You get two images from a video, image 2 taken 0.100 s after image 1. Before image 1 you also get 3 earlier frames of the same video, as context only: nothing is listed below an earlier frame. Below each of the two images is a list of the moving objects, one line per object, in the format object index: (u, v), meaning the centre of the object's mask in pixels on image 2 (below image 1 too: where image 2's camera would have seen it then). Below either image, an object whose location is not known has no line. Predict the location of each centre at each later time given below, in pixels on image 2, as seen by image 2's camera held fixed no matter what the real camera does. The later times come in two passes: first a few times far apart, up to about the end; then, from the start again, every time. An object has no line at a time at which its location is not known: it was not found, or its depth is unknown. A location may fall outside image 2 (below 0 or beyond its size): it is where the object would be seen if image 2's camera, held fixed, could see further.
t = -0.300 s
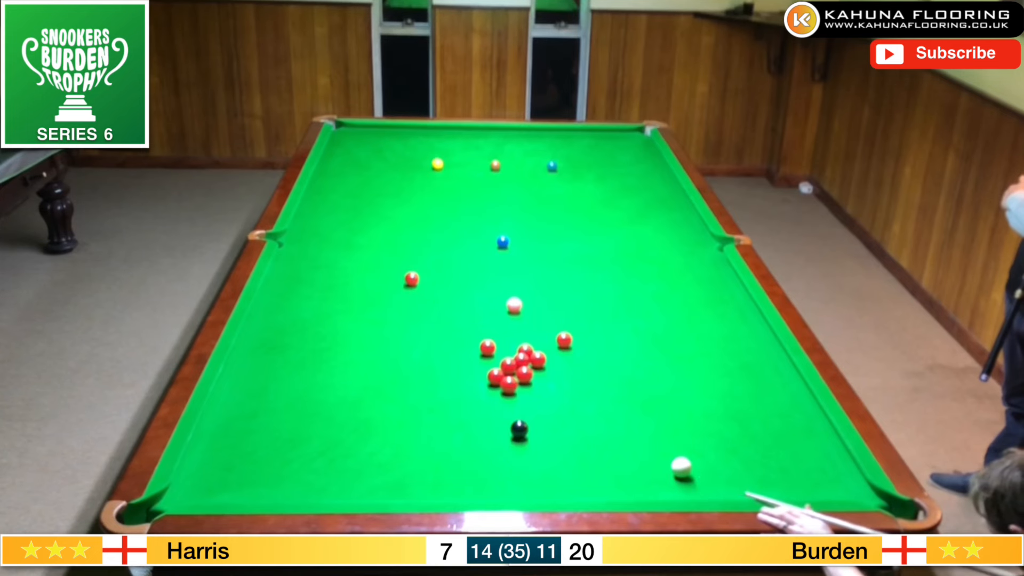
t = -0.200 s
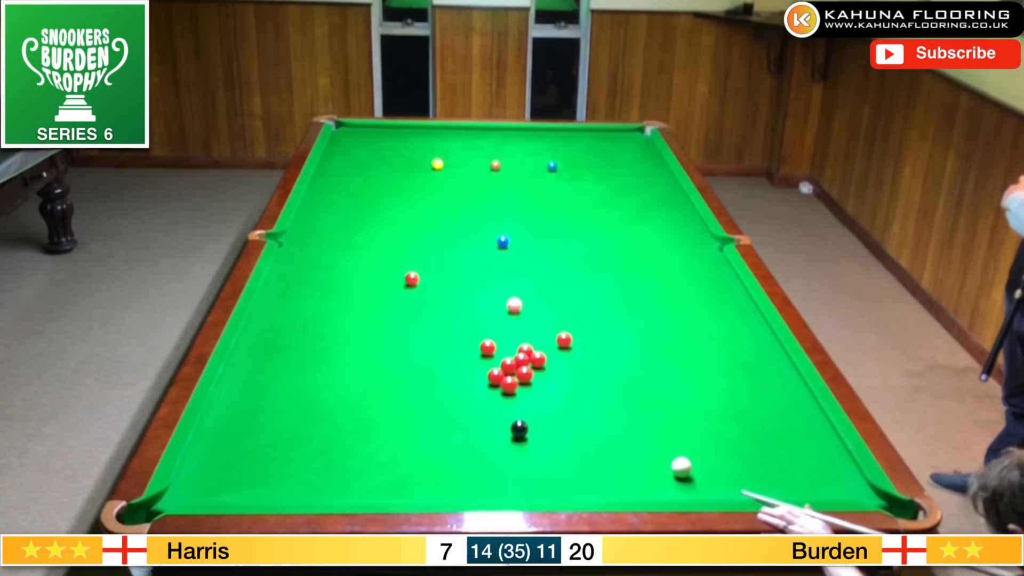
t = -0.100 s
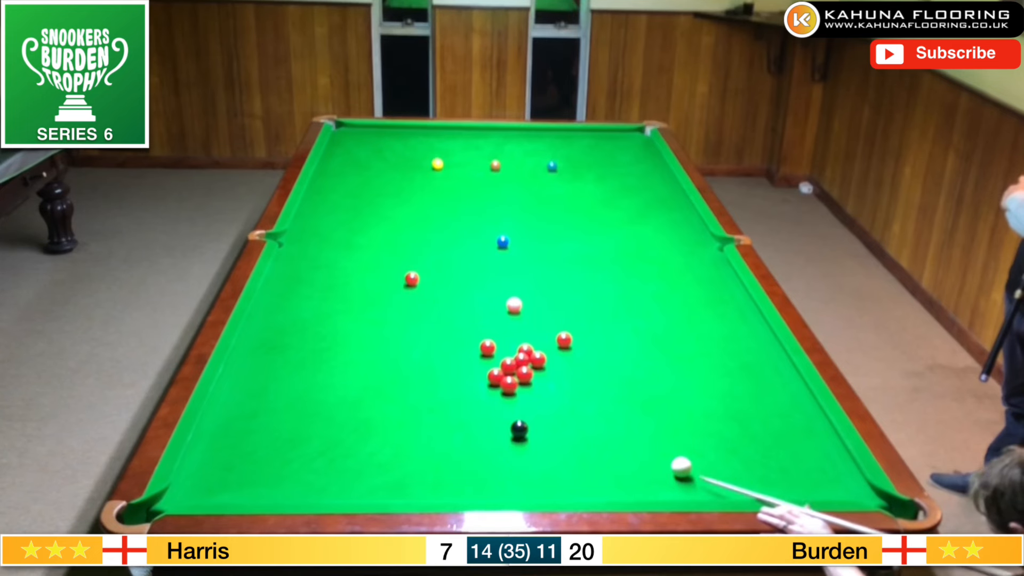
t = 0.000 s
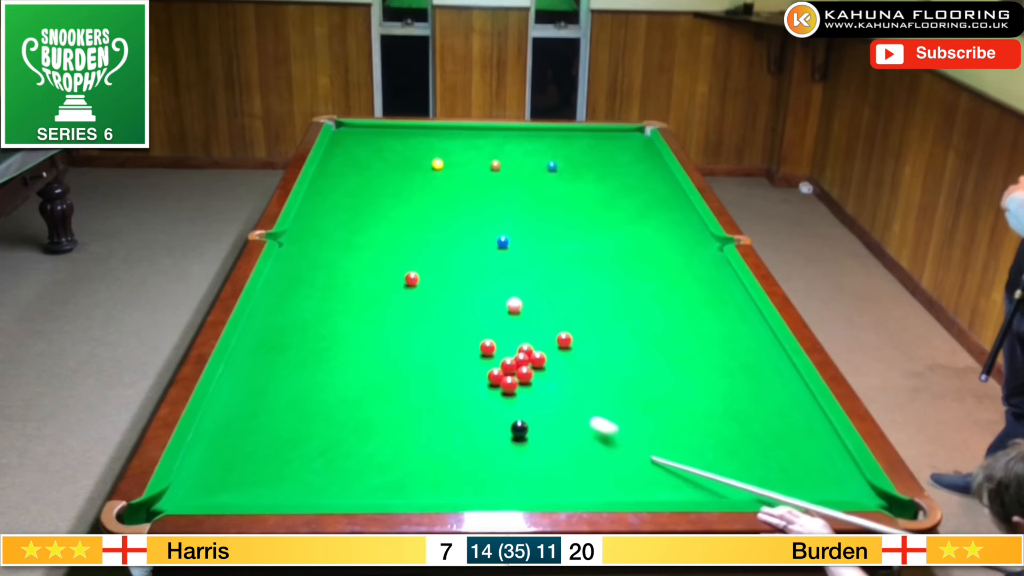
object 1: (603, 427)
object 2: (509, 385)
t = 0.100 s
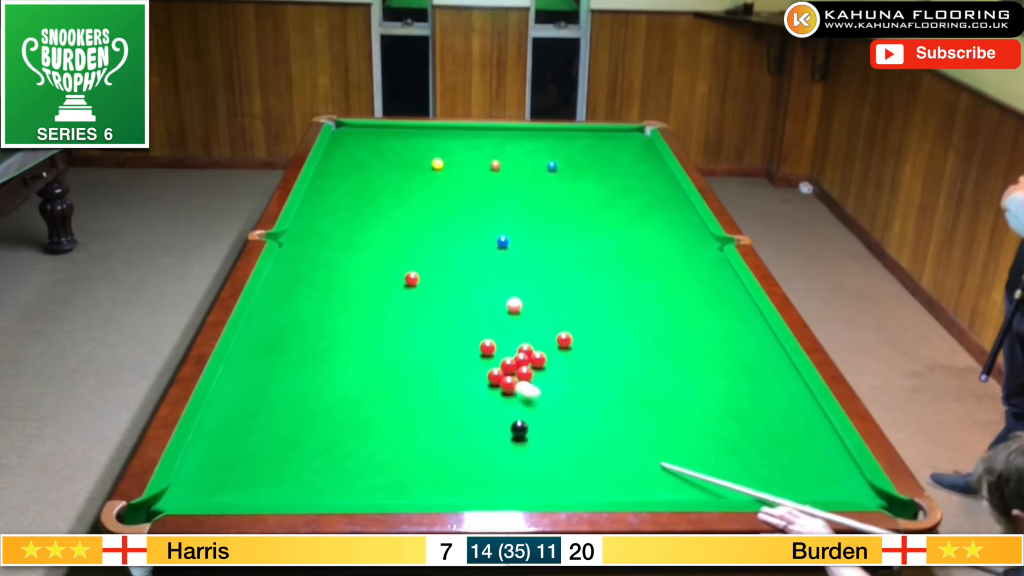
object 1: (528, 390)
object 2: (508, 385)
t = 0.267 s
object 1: (532, 389)
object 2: (485, 388)
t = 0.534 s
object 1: (550, 390)
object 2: (453, 394)
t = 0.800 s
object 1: (565, 390)
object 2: (423, 400)
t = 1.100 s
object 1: (579, 391)
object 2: (393, 406)
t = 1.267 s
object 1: (585, 391)
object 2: (378, 410)
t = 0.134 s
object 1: (524, 390)
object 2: (502, 385)
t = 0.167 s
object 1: (525, 389)
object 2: (498, 385)
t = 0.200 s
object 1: (527, 389)
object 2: (493, 386)
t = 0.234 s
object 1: (530, 389)
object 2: (489, 387)
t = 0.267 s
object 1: (532, 389)
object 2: (485, 388)
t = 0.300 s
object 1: (534, 389)
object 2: (481, 388)
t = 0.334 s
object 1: (537, 389)
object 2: (477, 389)
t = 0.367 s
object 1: (539, 389)
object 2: (473, 390)
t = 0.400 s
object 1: (541, 389)
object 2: (469, 391)
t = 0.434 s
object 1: (544, 389)
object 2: (465, 392)
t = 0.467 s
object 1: (546, 390)
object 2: (461, 392)
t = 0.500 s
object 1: (548, 390)
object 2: (457, 393)
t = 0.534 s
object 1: (550, 390)
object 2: (453, 394)
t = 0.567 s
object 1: (552, 390)
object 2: (449, 395)
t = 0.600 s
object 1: (554, 390)
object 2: (445, 396)
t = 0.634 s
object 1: (556, 390)
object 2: (442, 396)
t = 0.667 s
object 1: (558, 390)
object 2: (438, 397)
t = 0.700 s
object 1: (560, 390)
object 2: (434, 398)
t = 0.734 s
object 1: (562, 390)
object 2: (430, 399)
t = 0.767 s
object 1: (563, 390)
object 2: (427, 399)
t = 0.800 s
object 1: (565, 390)
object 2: (423, 400)
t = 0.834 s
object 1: (567, 390)
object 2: (420, 401)
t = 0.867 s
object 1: (569, 391)
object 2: (416, 402)
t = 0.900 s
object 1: (570, 390)
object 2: (413, 402)
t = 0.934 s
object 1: (572, 391)
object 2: (410, 403)
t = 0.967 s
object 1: (573, 391)
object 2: (406, 404)
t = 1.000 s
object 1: (575, 391)
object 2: (403, 404)
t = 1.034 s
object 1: (576, 391)
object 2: (400, 405)
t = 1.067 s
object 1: (577, 391)
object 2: (396, 406)
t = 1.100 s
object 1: (579, 391)
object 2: (393, 406)
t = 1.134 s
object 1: (580, 391)
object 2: (390, 407)
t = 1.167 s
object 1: (582, 391)
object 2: (387, 408)
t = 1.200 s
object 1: (583, 391)
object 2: (384, 409)
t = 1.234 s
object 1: (584, 391)
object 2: (381, 409)
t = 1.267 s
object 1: (585, 391)
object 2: (378, 410)
